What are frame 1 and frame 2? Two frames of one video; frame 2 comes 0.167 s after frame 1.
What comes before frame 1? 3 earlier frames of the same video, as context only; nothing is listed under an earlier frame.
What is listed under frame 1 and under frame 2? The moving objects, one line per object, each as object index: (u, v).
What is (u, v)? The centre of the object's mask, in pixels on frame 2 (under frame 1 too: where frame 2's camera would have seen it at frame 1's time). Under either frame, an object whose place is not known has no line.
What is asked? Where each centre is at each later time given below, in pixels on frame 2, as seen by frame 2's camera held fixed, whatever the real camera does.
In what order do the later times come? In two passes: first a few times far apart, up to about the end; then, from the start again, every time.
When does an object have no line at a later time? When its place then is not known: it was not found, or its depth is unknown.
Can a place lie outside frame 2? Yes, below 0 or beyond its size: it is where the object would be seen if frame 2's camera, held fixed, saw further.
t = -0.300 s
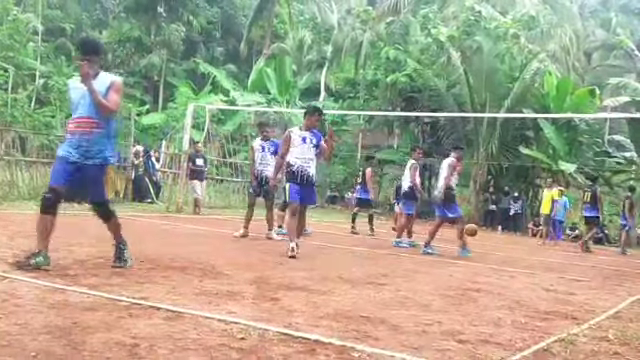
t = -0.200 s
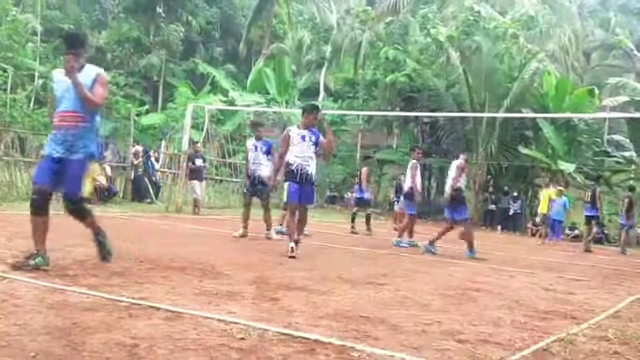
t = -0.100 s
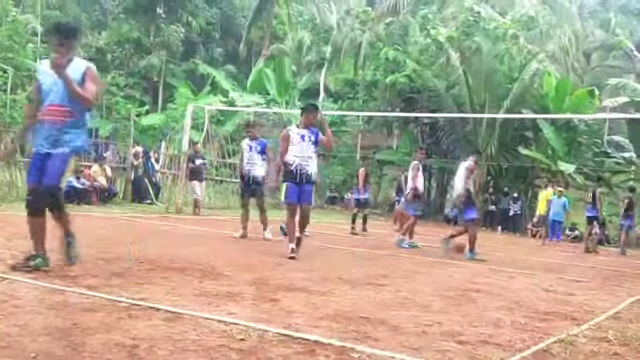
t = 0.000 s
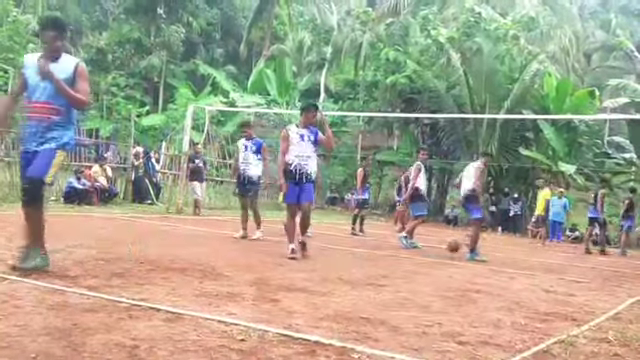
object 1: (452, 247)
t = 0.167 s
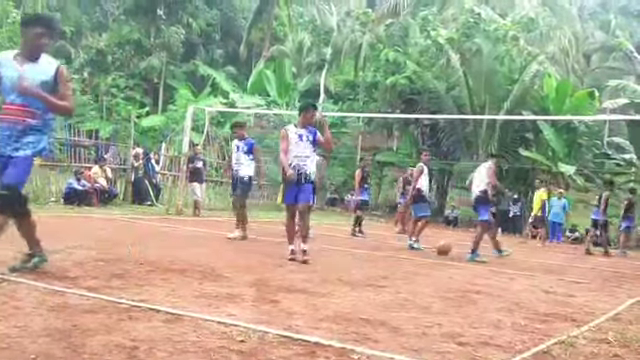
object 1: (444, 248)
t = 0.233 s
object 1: (439, 255)
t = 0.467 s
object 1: (420, 259)
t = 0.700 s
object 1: (398, 263)
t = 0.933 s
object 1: (369, 266)
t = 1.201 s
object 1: (326, 271)
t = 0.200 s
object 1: (442, 250)
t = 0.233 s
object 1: (439, 255)
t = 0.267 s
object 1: (436, 255)
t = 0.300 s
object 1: (434, 255)
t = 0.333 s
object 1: (431, 256)
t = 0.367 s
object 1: (428, 256)
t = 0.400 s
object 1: (426, 257)
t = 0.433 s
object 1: (423, 259)
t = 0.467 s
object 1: (420, 259)
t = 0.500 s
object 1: (418, 259)
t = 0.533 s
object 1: (415, 258)
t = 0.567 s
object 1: (411, 260)
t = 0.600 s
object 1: (408, 261)
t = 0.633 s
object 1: (405, 261)
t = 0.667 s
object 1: (401, 262)
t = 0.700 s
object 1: (398, 263)
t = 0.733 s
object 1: (393, 264)
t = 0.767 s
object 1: (390, 263)
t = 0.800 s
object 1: (386, 265)
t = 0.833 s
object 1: (381, 265)
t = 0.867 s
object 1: (379, 266)
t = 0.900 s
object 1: (373, 267)
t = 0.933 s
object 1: (369, 266)
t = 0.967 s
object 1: (365, 265)
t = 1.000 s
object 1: (359, 265)
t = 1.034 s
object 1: (354, 267)
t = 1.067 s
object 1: (348, 270)
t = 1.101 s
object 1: (344, 272)
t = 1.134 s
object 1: (339, 270)
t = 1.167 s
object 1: (332, 270)
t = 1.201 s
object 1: (326, 271)
